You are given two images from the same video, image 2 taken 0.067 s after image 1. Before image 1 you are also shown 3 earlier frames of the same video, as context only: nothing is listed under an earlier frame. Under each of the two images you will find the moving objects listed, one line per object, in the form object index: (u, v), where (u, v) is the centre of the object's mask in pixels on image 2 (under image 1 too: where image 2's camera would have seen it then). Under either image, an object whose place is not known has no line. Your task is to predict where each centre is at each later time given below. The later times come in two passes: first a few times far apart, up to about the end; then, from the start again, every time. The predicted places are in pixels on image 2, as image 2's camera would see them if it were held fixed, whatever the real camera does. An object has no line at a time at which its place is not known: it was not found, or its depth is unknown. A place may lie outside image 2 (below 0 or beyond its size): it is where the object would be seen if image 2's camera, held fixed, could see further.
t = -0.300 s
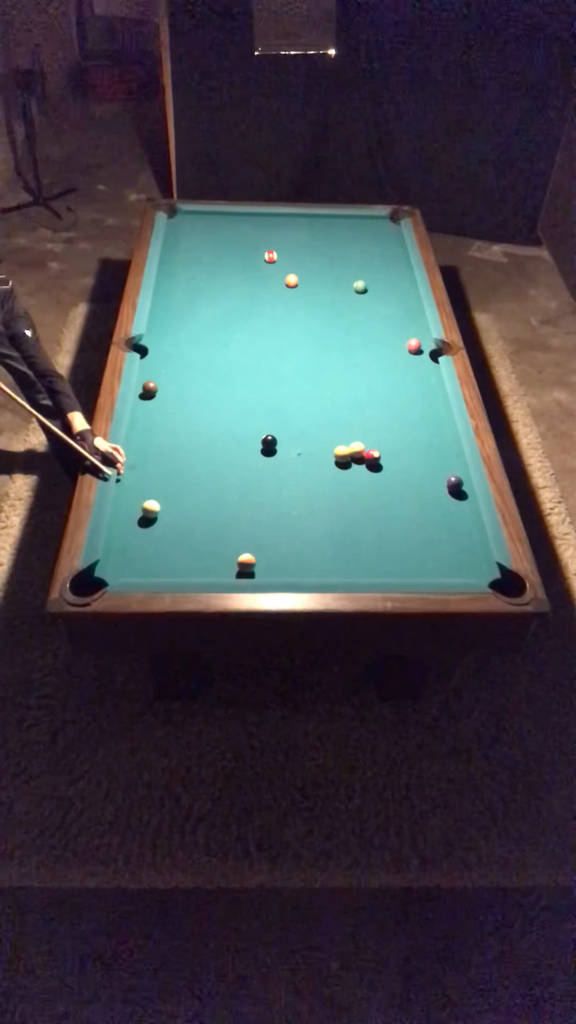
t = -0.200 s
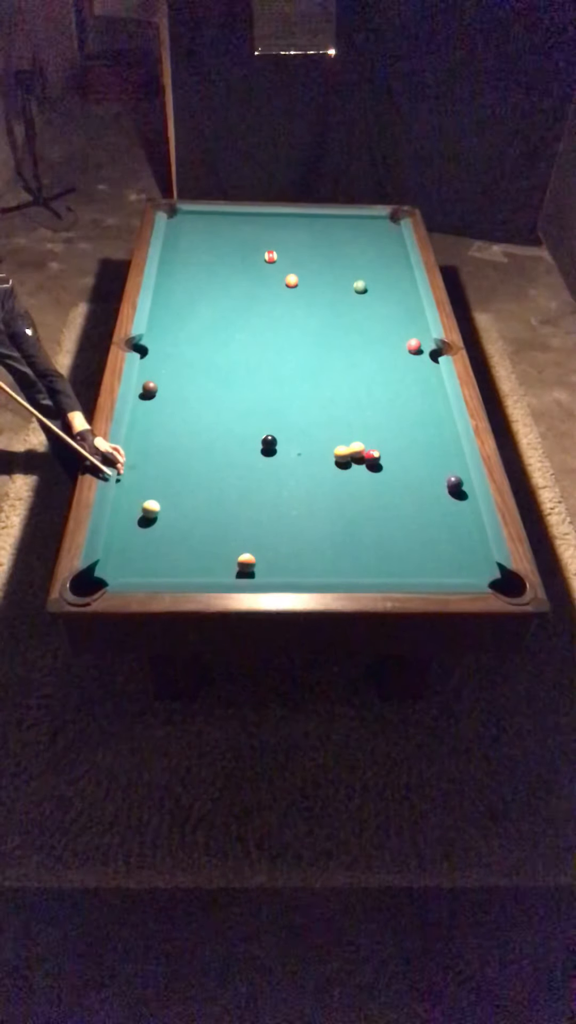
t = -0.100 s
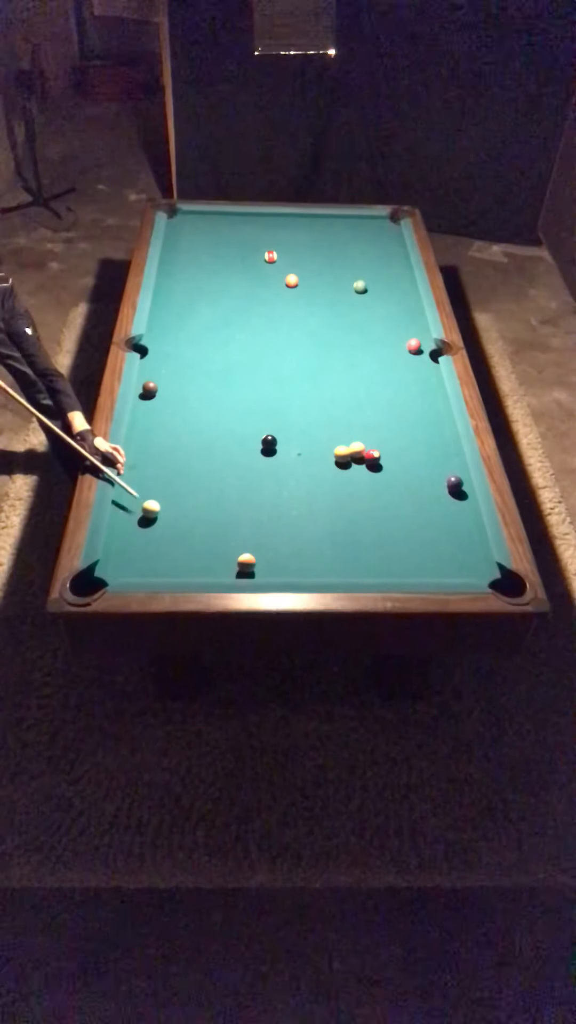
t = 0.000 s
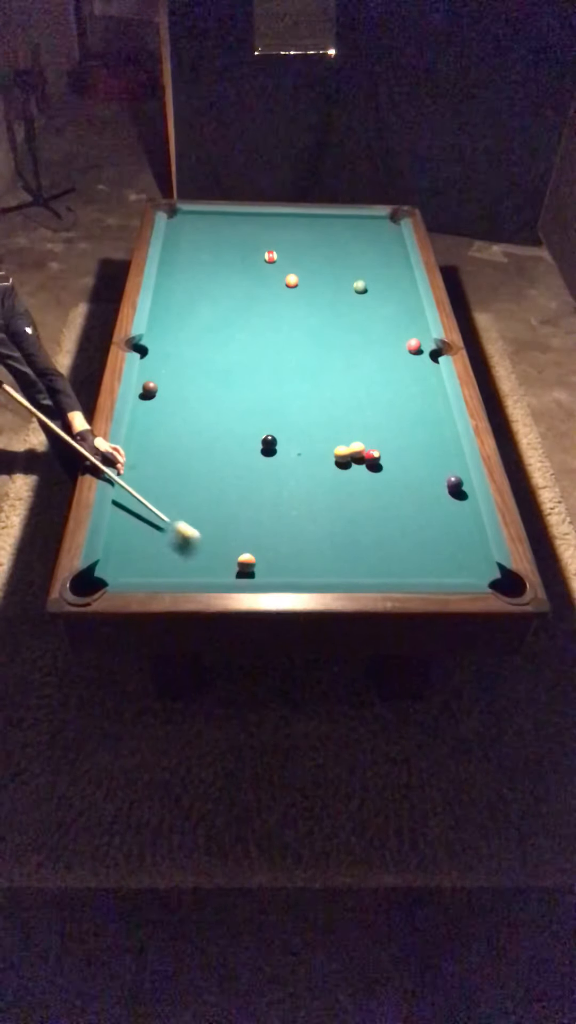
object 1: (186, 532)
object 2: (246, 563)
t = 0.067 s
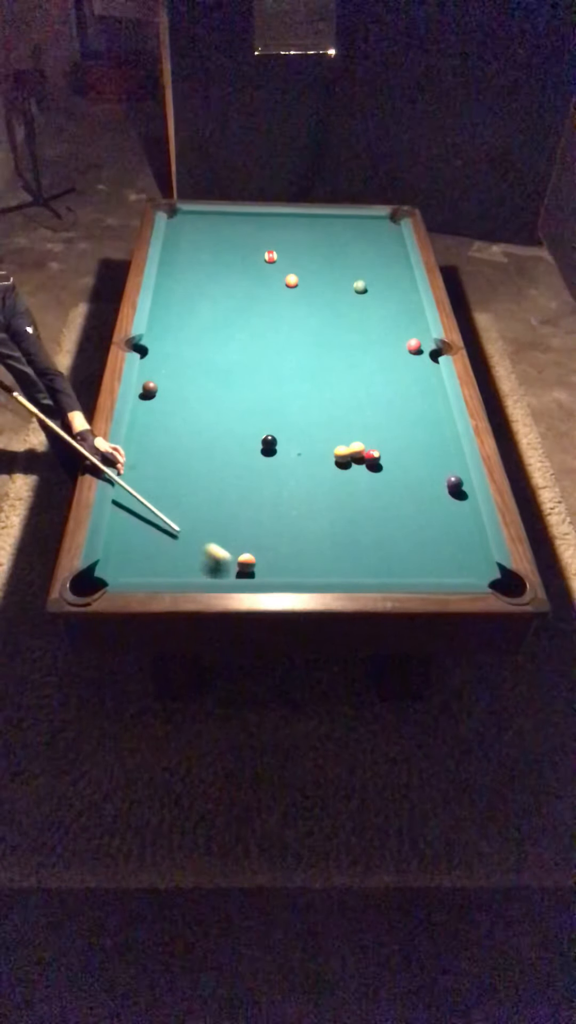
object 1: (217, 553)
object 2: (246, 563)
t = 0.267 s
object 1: (233, 551)
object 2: (312, 563)
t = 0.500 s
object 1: (248, 524)
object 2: (381, 564)
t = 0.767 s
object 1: (263, 496)
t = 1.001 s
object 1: (274, 475)
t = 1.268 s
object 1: (283, 454)
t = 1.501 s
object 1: (291, 437)
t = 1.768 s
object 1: (298, 420)
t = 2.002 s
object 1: (303, 407)
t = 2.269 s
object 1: (308, 394)
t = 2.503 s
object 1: (311, 384)
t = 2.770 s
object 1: (315, 373)
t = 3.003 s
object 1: (319, 366)
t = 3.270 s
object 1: (322, 358)
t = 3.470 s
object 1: (324, 353)
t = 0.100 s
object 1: (227, 564)
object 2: (251, 562)
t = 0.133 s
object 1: (228, 570)
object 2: (265, 562)
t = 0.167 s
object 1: (228, 565)
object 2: (278, 562)
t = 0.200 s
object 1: (229, 561)
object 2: (290, 563)
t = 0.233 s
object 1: (231, 555)
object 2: (302, 562)
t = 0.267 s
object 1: (233, 551)
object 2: (312, 563)
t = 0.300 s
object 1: (235, 547)
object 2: (322, 563)
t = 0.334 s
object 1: (238, 543)
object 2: (332, 564)
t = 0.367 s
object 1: (240, 539)
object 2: (342, 563)
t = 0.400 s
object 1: (242, 535)
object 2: (352, 564)
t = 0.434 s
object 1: (244, 531)
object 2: (362, 564)
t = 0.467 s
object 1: (246, 528)
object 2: (371, 564)
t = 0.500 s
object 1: (248, 524)
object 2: (381, 564)
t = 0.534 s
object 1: (250, 520)
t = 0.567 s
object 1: (252, 517)
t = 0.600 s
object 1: (254, 513)
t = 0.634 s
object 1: (256, 510)
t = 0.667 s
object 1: (258, 507)
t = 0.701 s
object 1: (260, 503)
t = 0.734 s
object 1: (261, 500)
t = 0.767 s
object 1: (263, 496)
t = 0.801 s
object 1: (265, 493)
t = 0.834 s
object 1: (266, 490)
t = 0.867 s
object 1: (268, 487)
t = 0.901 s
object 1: (269, 484)
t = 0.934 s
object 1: (271, 481)
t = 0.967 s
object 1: (272, 478)
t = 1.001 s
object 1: (274, 475)
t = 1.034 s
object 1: (275, 472)
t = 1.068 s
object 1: (276, 470)
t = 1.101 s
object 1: (278, 467)
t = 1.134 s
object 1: (279, 464)
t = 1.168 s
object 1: (280, 462)
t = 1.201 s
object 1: (281, 459)
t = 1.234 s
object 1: (282, 456)
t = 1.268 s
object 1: (283, 454)
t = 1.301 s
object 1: (285, 451)
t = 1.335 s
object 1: (286, 449)
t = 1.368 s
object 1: (287, 446)
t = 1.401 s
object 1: (288, 444)
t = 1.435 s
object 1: (289, 442)
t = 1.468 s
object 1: (290, 439)
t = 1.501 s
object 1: (291, 437)
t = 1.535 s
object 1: (292, 435)
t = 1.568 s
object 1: (293, 433)
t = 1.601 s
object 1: (293, 431)
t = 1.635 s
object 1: (294, 428)
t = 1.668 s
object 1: (295, 426)
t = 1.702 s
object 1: (296, 424)
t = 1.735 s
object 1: (297, 422)
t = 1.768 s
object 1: (298, 420)
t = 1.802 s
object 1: (298, 419)
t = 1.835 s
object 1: (299, 417)
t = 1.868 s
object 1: (300, 415)
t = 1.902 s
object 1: (301, 413)
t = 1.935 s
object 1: (301, 411)
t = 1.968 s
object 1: (302, 409)
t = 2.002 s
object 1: (303, 407)
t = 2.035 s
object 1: (303, 405)
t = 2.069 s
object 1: (304, 404)
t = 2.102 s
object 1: (304, 402)
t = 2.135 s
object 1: (305, 400)
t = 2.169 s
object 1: (306, 399)
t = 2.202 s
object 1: (306, 397)
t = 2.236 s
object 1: (307, 395)
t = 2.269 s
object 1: (308, 394)
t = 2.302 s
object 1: (308, 392)
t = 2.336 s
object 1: (309, 391)
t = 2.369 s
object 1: (309, 389)
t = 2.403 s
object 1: (310, 388)
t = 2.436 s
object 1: (310, 386)
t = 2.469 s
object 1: (311, 385)
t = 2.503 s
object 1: (311, 384)
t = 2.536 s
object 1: (312, 382)
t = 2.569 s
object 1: (313, 381)
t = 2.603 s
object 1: (313, 380)
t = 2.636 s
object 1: (314, 378)
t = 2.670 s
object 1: (314, 377)
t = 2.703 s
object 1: (314, 376)
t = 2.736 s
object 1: (315, 375)
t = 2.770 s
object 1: (315, 373)
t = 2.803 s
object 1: (316, 372)
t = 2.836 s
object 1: (316, 371)
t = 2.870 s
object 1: (317, 370)
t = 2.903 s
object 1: (317, 369)
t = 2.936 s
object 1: (318, 368)
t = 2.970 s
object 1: (318, 367)
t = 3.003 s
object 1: (319, 366)
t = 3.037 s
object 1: (319, 365)
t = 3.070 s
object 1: (319, 363)
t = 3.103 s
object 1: (320, 362)
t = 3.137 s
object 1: (320, 362)
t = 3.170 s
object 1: (321, 361)
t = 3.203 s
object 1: (321, 360)
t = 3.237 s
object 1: (321, 359)
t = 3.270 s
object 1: (322, 358)
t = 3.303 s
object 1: (322, 357)
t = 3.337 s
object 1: (322, 356)
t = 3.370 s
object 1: (323, 355)
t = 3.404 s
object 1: (323, 355)
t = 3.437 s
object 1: (323, 354)
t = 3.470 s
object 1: (324, 353)
